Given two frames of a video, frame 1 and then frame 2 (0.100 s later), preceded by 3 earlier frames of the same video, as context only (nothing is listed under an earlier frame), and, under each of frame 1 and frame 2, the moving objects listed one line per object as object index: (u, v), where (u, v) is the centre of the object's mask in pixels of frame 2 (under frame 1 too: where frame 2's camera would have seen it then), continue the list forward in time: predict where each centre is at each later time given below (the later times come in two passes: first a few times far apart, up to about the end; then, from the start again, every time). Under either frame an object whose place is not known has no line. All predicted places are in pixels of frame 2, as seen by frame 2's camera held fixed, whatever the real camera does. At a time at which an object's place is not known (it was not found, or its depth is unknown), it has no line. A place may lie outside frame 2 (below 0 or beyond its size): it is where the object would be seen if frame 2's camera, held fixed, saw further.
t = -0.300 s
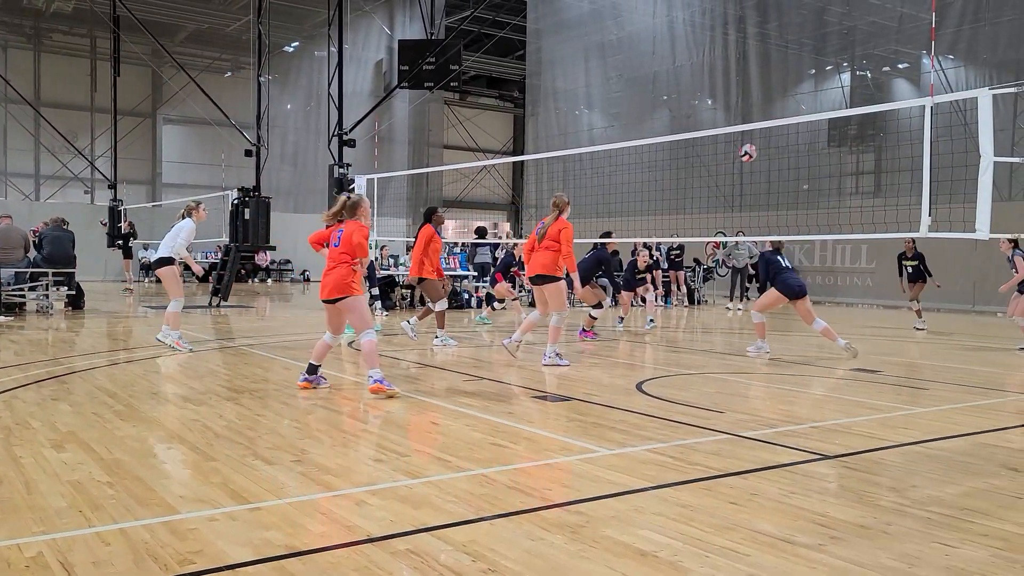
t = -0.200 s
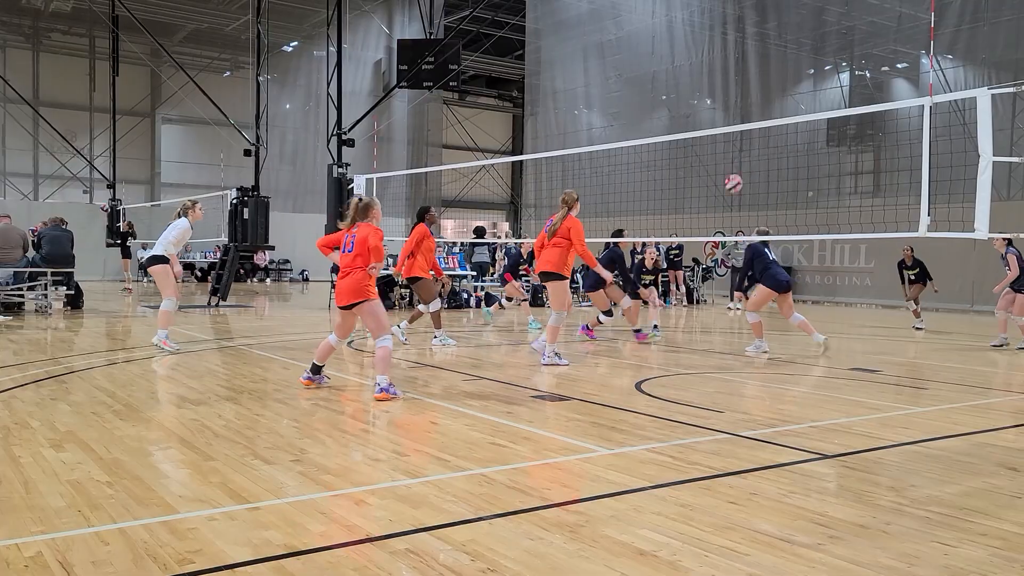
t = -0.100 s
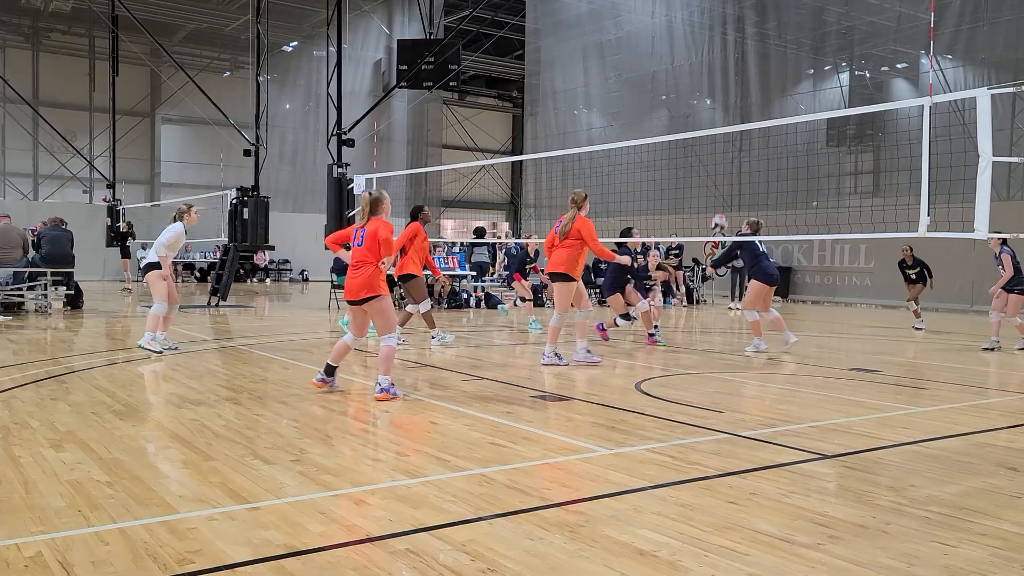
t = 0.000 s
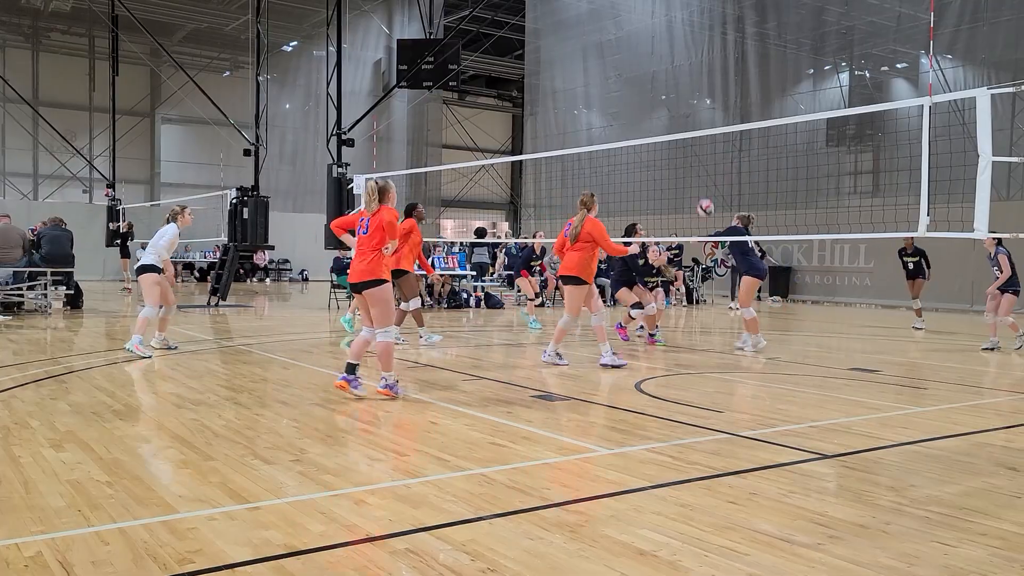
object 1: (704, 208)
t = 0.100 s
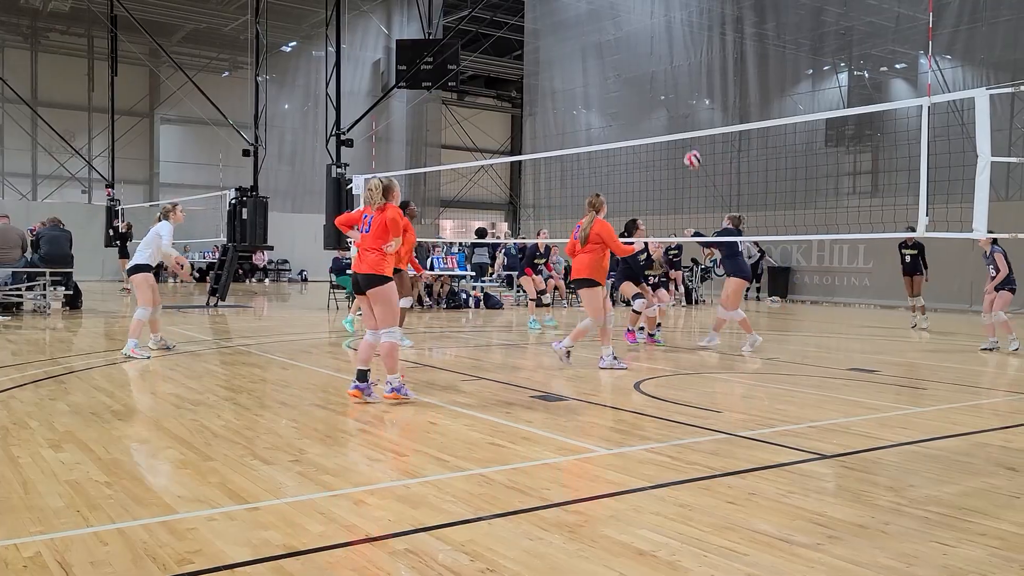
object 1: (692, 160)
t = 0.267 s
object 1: (673, 100)
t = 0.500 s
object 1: (647, 58)
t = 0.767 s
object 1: (618, 61)
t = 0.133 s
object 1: (689, 146)
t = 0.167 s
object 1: (685, 132)
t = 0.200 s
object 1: (681, 120)
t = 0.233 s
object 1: (678, 110)
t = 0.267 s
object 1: (673, 100)
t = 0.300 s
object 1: (670, 91)
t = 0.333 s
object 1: (666, 83)
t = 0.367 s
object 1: (662, 76)
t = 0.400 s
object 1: (658, 70)
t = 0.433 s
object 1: (654, 65)
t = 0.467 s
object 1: (651, 61)
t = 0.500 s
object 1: (647, 58)
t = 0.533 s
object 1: (643, 55)
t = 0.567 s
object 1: (640, 54)
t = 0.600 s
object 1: (636, 53)
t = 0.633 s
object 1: (633, 53)
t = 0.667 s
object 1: (629, 54)
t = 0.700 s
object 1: (625, 56)
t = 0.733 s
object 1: (622, 58)
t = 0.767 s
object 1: (618, 61)
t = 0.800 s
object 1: (615, 65)
